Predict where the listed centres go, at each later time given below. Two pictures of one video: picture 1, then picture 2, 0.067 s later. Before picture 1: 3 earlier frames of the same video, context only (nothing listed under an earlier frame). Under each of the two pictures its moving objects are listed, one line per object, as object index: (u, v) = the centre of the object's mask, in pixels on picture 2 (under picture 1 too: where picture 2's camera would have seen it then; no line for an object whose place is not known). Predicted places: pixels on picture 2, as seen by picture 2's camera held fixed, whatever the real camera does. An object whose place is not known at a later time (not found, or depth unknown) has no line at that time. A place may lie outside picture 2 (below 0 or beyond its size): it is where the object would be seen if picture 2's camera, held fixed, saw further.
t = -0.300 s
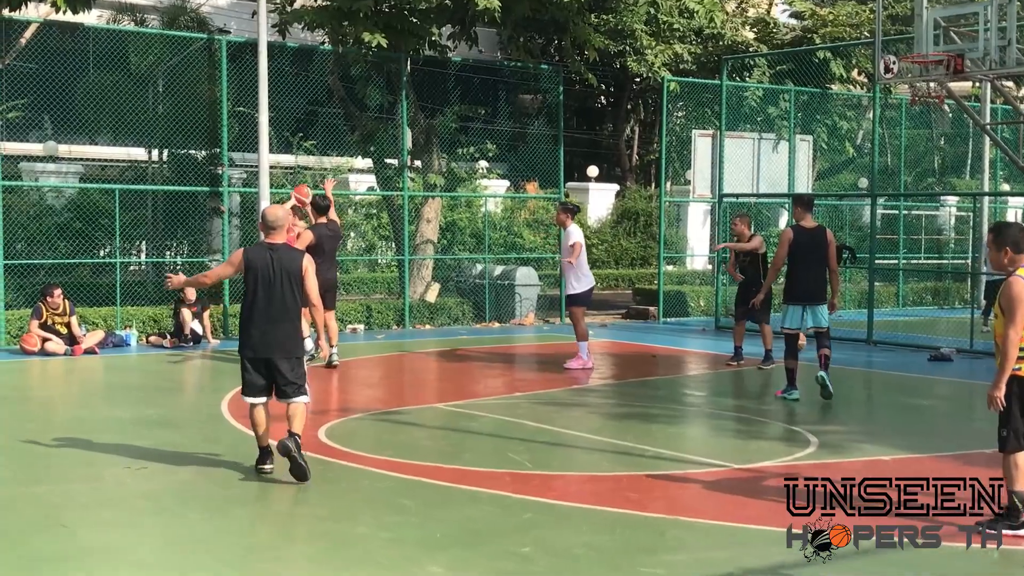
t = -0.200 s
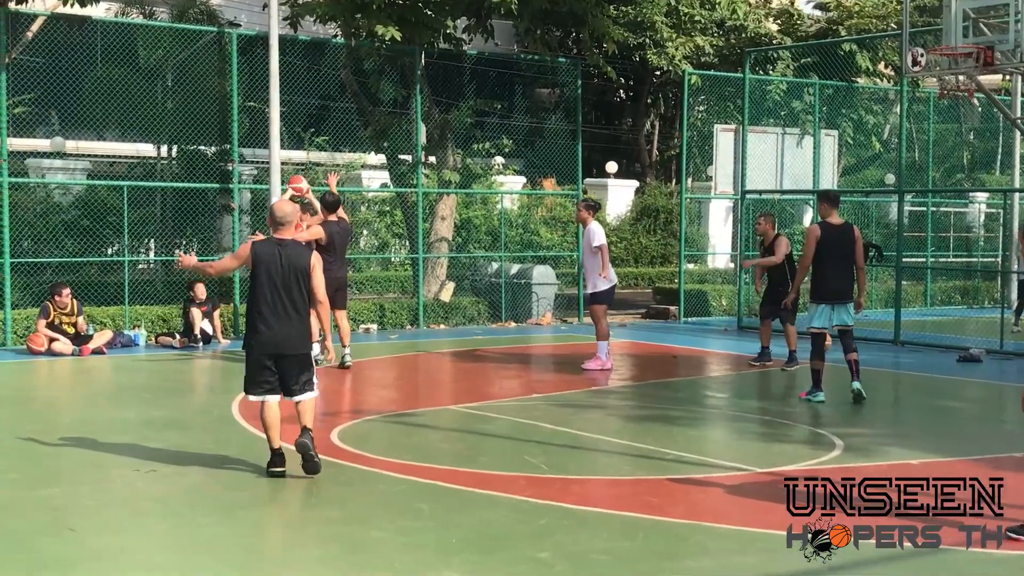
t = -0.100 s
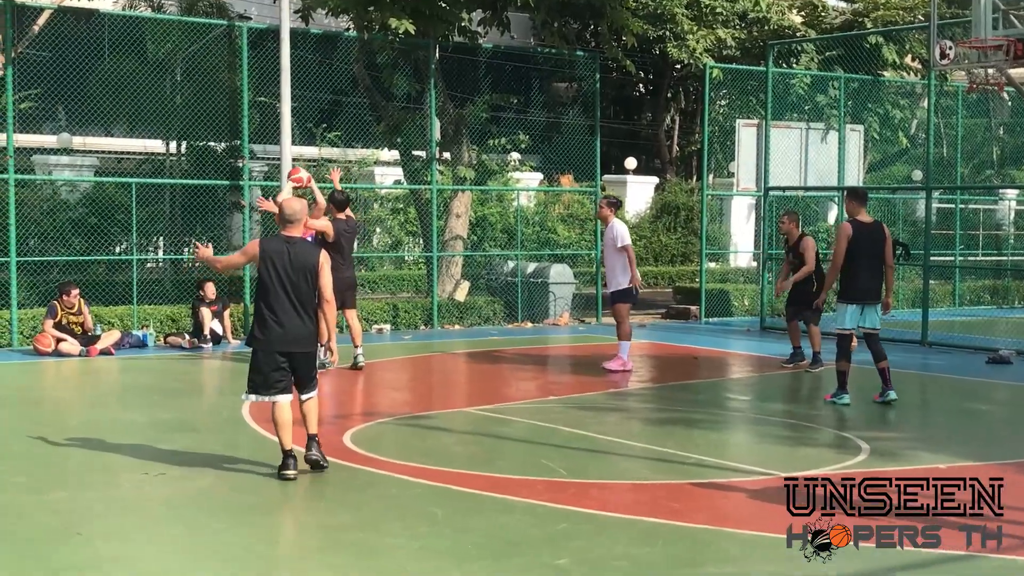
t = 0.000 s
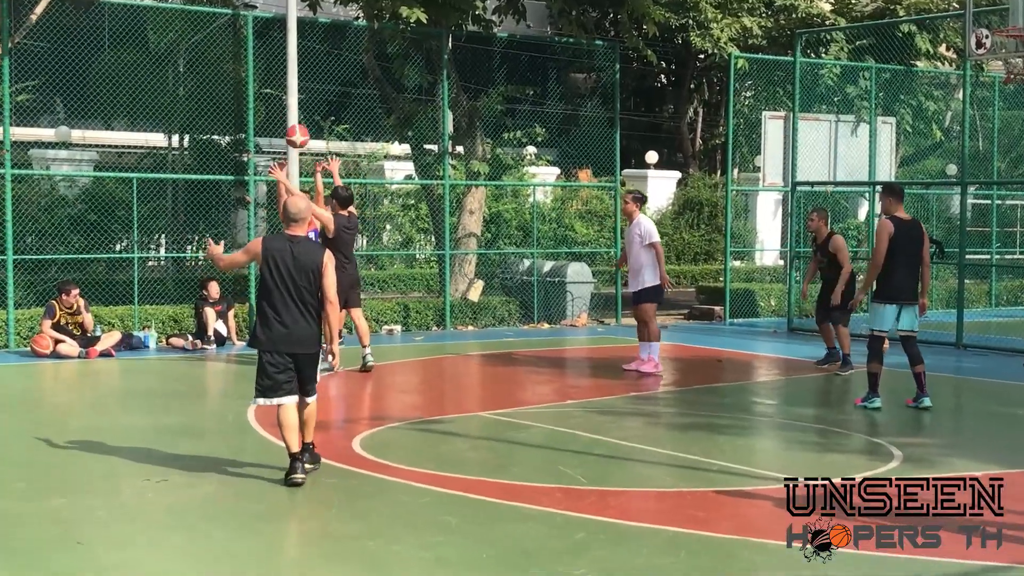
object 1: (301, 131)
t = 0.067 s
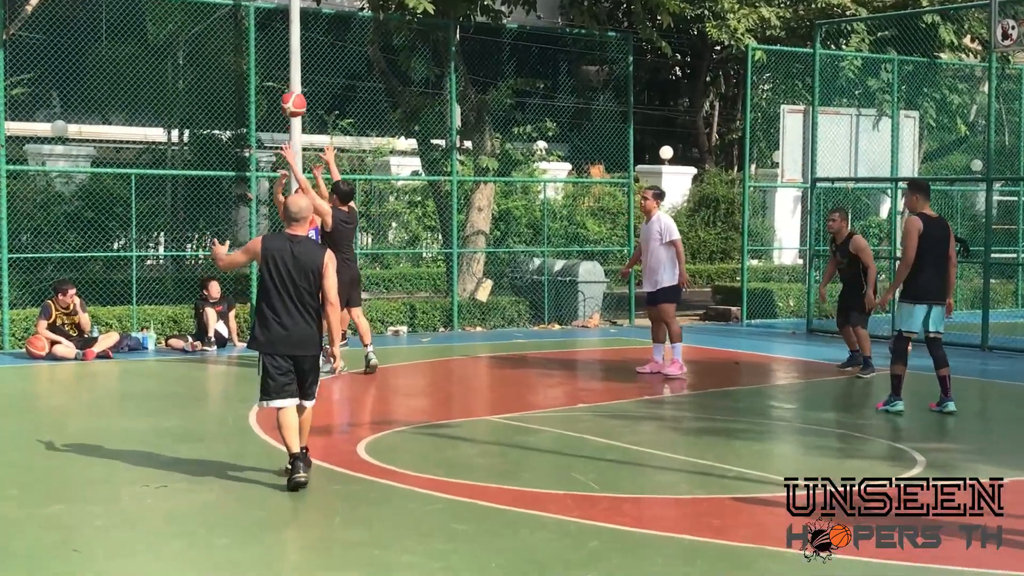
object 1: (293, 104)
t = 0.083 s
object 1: (291, 98)
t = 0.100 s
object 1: (290, 92)
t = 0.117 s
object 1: (287, 86)
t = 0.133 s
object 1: (285, 80)
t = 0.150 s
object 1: (284, 74)
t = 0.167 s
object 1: (282, 69)
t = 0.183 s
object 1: (280, 64)
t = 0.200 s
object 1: (278, 60)
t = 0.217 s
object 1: (276, 56)
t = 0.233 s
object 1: (274, 52)
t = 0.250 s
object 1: (272, 49)
